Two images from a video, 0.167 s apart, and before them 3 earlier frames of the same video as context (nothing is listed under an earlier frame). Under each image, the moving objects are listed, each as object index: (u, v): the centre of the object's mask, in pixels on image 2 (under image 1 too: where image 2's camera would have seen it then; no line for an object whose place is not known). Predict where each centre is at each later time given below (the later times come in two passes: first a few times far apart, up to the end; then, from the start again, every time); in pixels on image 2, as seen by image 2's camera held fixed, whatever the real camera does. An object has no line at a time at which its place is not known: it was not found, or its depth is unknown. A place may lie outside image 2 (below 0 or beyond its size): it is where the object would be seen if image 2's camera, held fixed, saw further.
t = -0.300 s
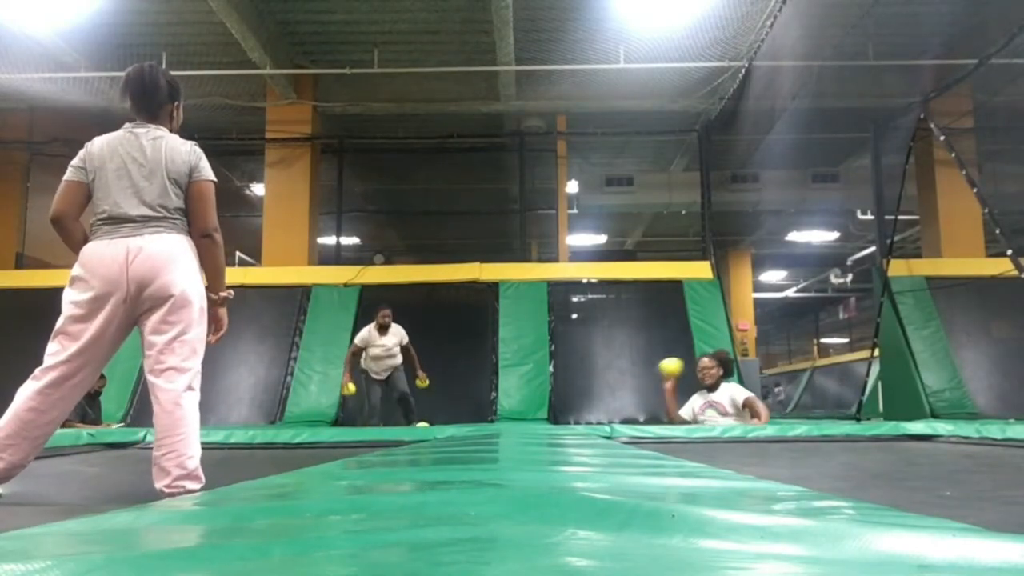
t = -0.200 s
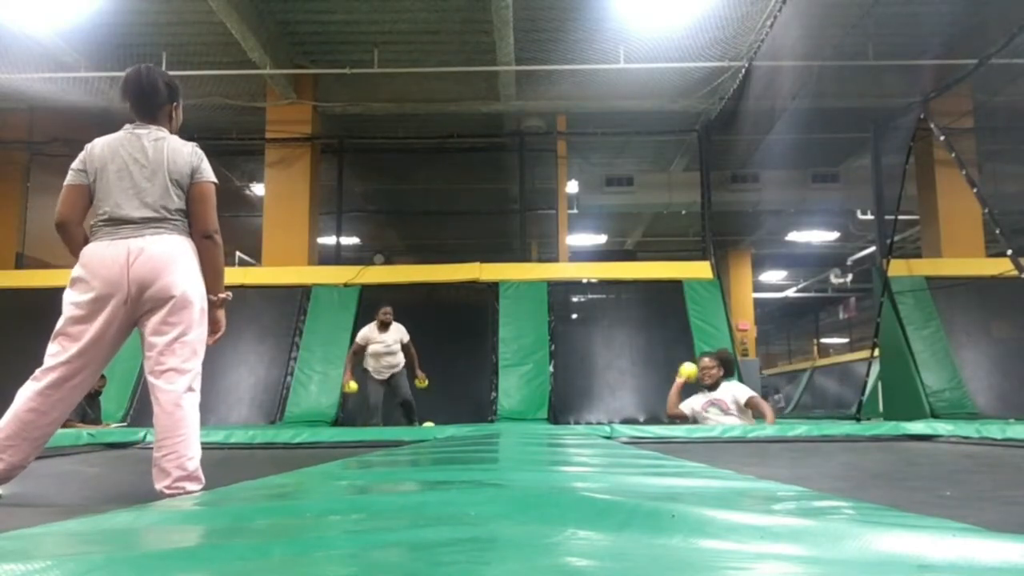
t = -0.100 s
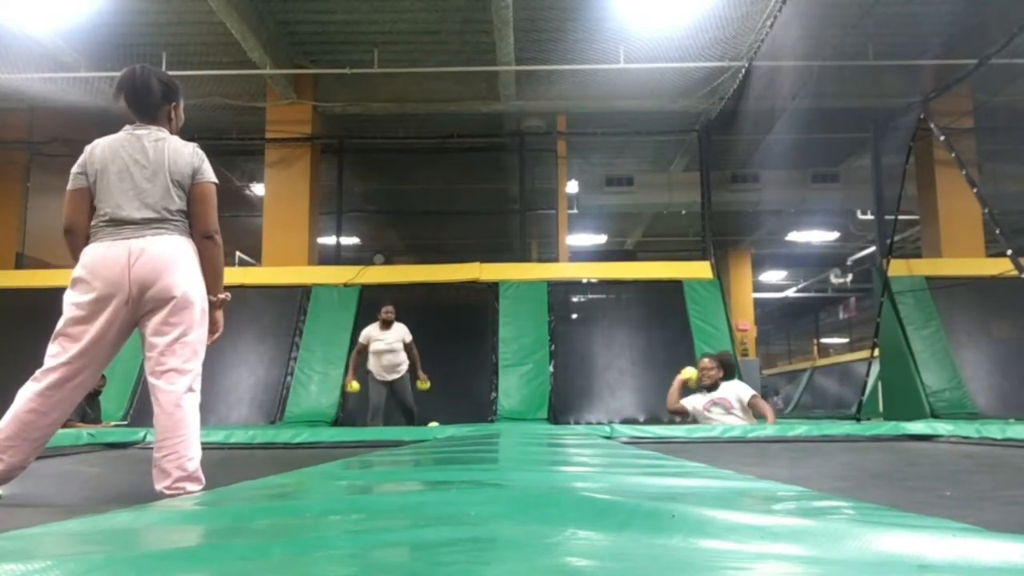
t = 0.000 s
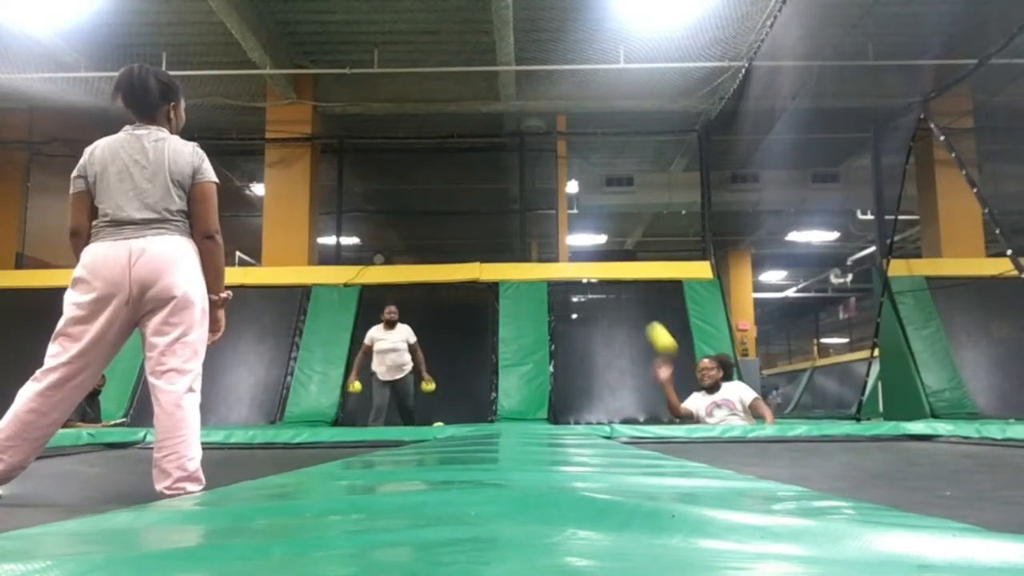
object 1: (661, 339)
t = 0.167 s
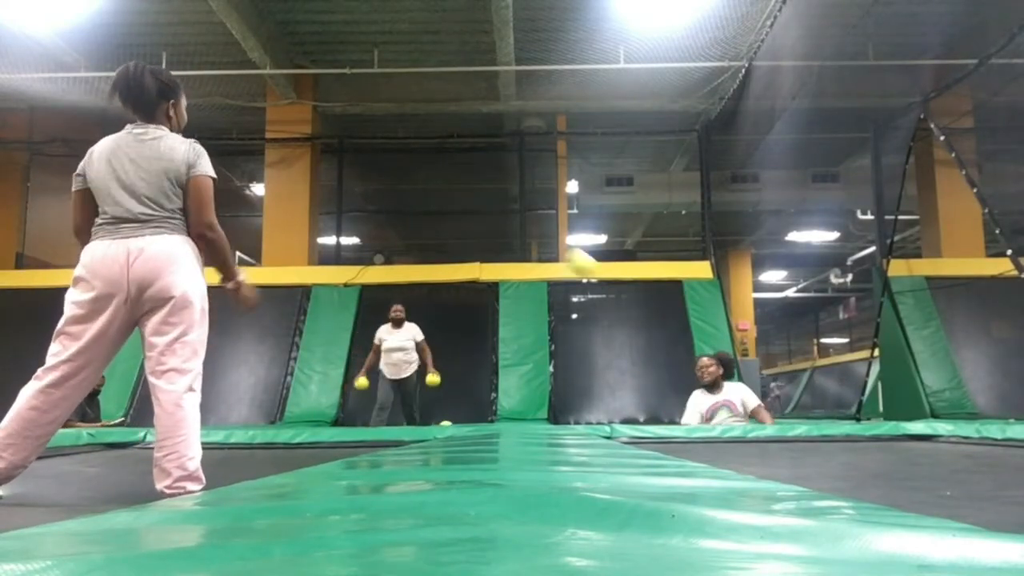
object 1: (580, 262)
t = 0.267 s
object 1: (529, 235)
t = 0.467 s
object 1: (412, 221)
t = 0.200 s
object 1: (564, 252)
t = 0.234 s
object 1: (547, 242)
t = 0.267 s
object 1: (529, 235)
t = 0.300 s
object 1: (511, 228)
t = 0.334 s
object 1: (493, 223)
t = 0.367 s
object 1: (474, 220)
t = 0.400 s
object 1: (454, 218)
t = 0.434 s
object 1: (434, 218)
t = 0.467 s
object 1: (412, 221)
